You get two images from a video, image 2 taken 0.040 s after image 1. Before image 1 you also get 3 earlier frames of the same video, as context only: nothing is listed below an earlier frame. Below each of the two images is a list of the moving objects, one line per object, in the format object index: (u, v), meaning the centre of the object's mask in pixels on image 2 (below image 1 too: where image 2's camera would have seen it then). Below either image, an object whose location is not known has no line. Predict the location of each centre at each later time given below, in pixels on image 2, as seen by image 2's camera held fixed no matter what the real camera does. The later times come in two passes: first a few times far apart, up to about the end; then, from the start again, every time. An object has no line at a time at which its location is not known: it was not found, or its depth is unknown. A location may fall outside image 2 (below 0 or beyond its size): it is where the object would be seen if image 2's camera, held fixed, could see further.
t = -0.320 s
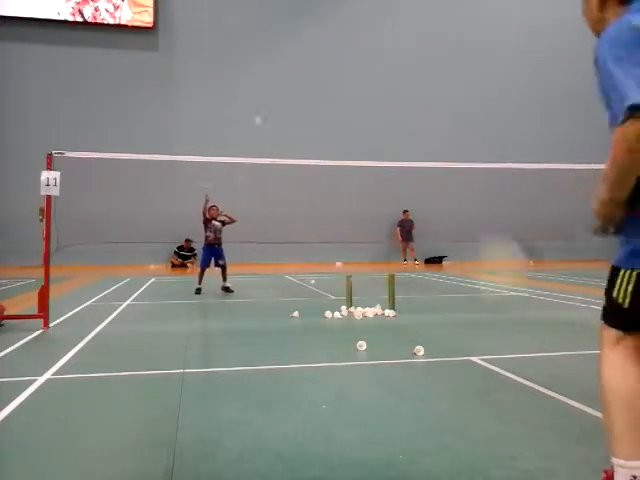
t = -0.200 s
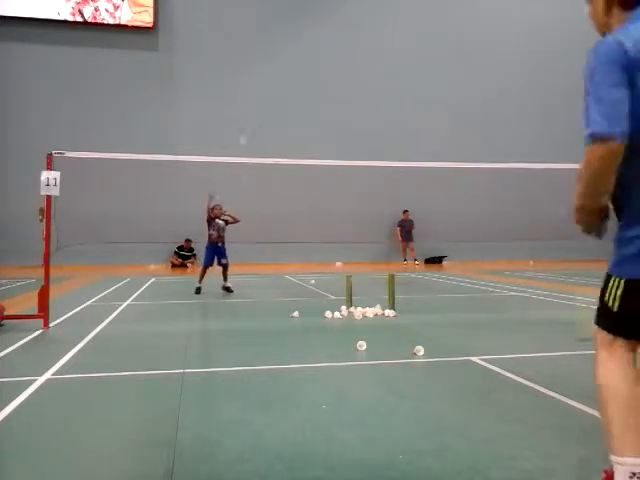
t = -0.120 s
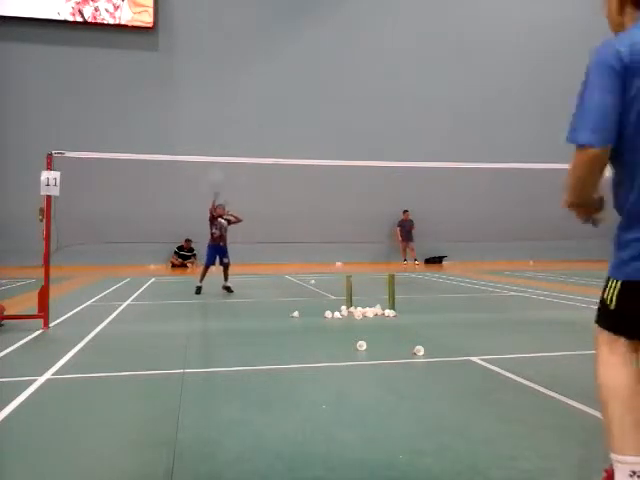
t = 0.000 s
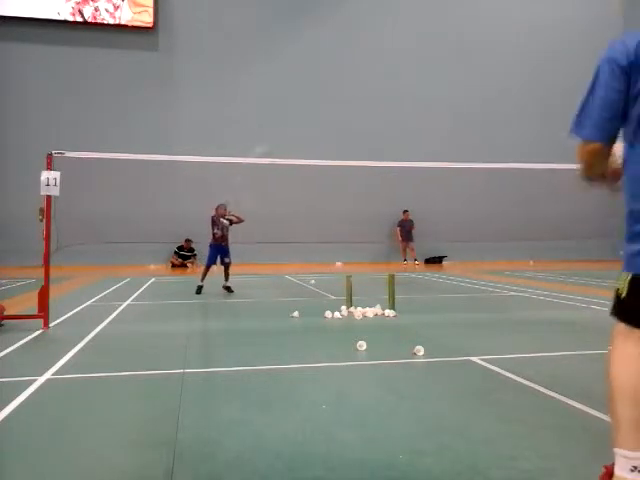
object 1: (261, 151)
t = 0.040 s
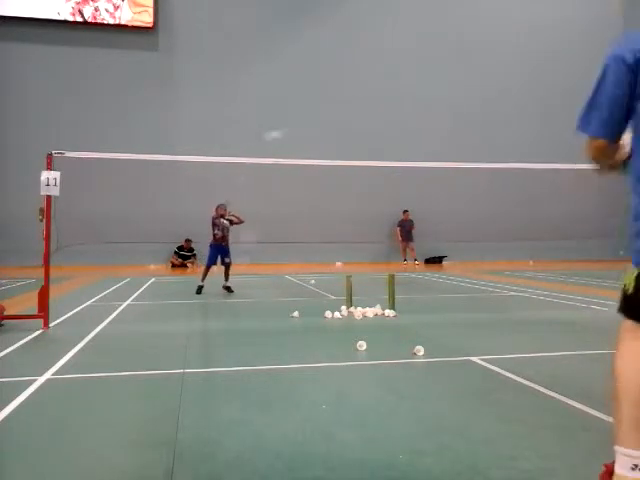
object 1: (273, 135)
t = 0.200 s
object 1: (335, 116)
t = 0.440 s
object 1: (439, 129)
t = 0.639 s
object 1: (540, 200)
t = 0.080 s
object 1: (289, 130)
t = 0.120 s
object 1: (305, 123)
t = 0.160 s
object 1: (321, 120)
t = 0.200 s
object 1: (335, 116)
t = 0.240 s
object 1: (352, 114)
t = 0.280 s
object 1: (367, 113)
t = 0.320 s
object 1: (385, 115)
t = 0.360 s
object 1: (403, 118)
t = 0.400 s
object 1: (421, 122)
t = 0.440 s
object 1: (439, 129)
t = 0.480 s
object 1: (458, 138)
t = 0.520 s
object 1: (477, 149)
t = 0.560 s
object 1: (499, 163)
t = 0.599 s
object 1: (520, 181)
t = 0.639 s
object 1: (540, 200)
